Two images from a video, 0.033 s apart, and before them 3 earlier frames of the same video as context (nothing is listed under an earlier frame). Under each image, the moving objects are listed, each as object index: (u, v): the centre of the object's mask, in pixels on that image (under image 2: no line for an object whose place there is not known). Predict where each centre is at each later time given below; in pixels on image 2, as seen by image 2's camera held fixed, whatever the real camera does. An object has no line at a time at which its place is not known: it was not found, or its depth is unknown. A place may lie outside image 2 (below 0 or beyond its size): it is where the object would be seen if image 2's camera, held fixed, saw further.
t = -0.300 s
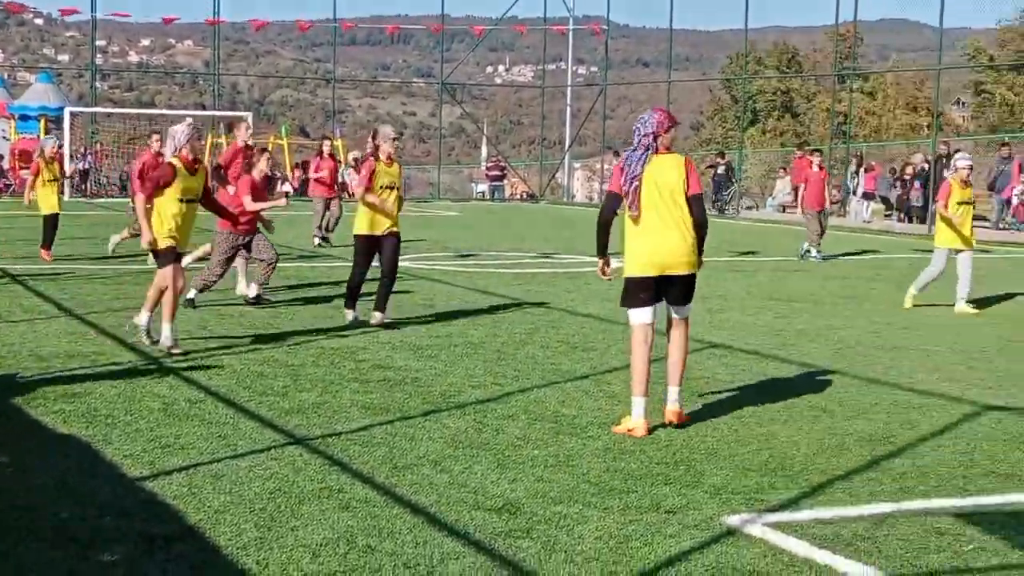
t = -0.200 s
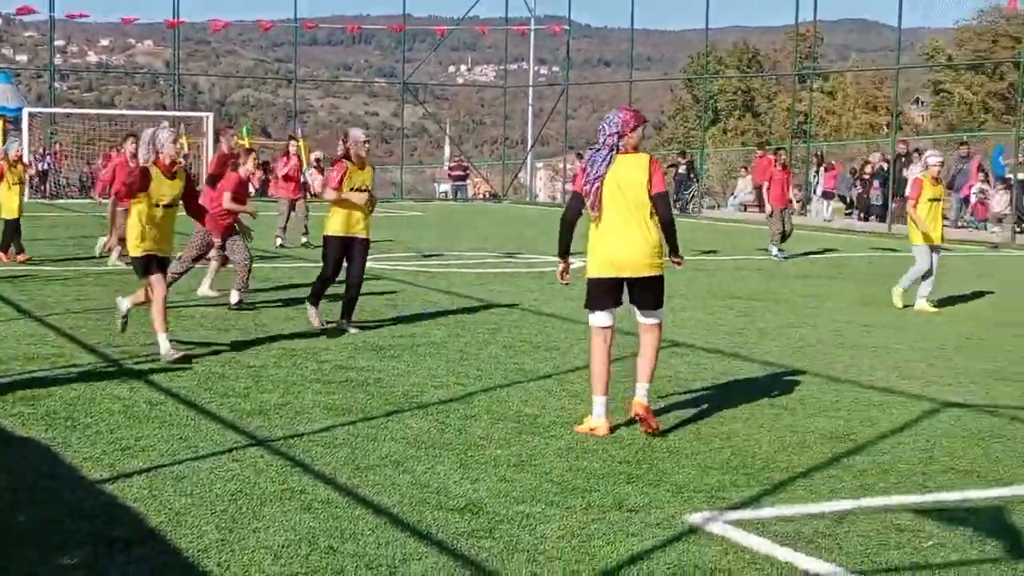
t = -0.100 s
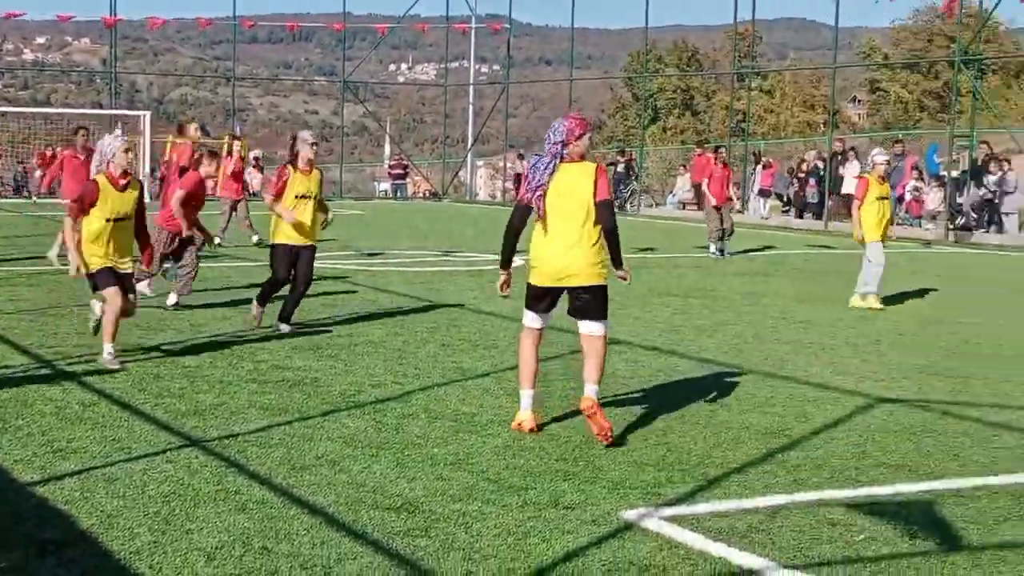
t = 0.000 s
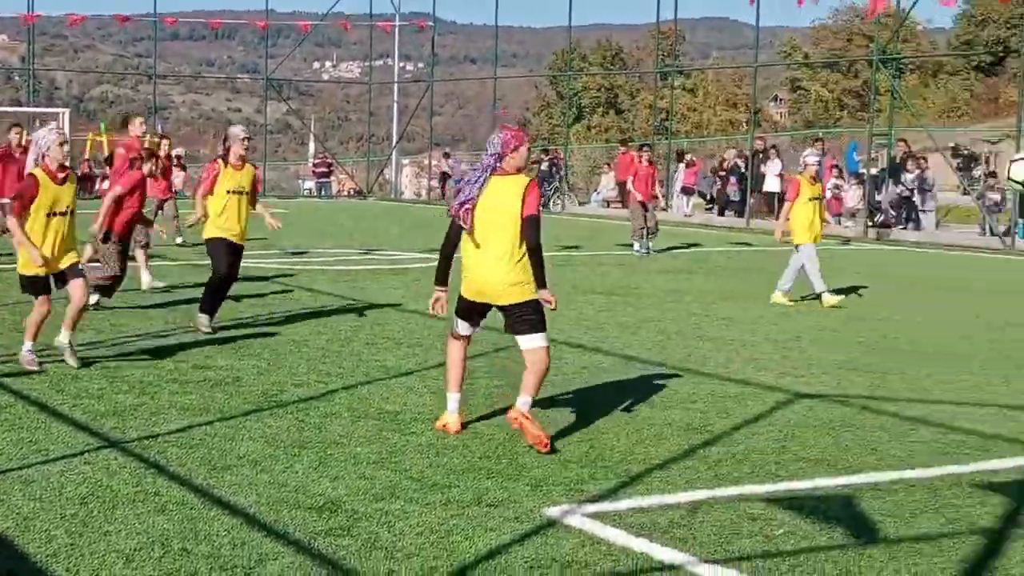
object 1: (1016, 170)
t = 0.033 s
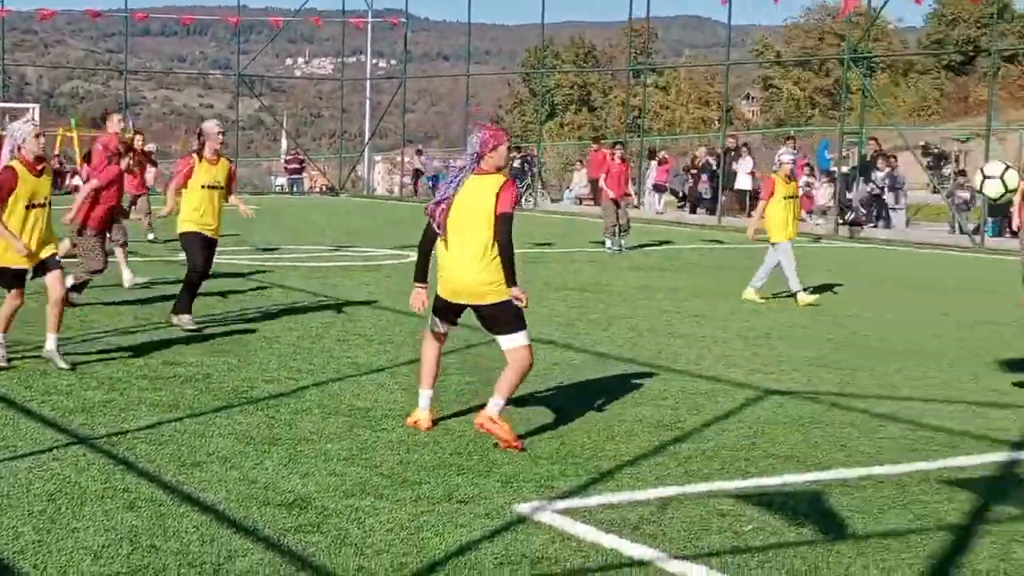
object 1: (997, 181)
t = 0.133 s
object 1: (993, 234)
